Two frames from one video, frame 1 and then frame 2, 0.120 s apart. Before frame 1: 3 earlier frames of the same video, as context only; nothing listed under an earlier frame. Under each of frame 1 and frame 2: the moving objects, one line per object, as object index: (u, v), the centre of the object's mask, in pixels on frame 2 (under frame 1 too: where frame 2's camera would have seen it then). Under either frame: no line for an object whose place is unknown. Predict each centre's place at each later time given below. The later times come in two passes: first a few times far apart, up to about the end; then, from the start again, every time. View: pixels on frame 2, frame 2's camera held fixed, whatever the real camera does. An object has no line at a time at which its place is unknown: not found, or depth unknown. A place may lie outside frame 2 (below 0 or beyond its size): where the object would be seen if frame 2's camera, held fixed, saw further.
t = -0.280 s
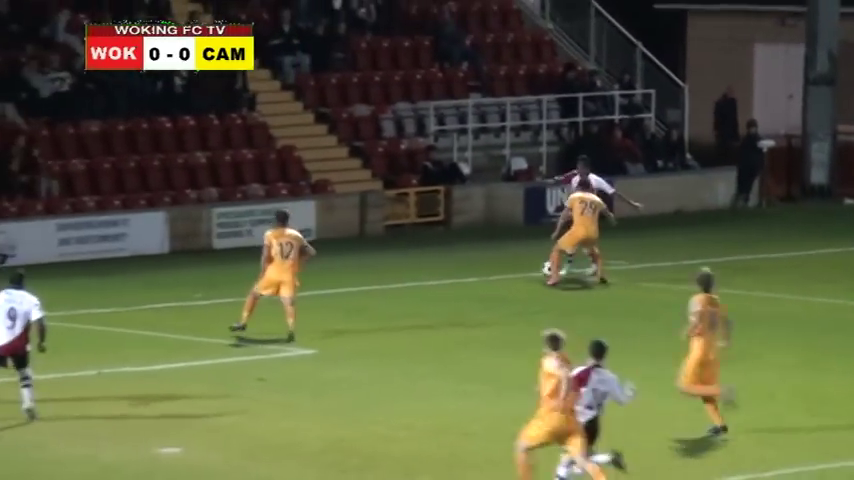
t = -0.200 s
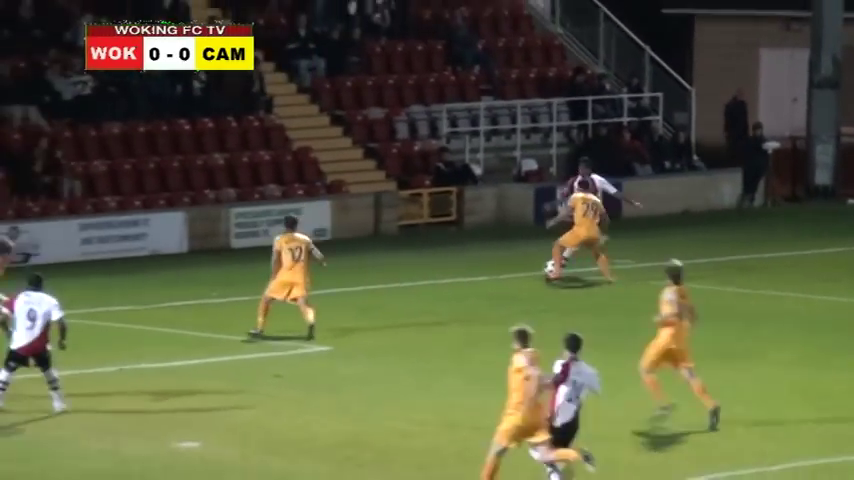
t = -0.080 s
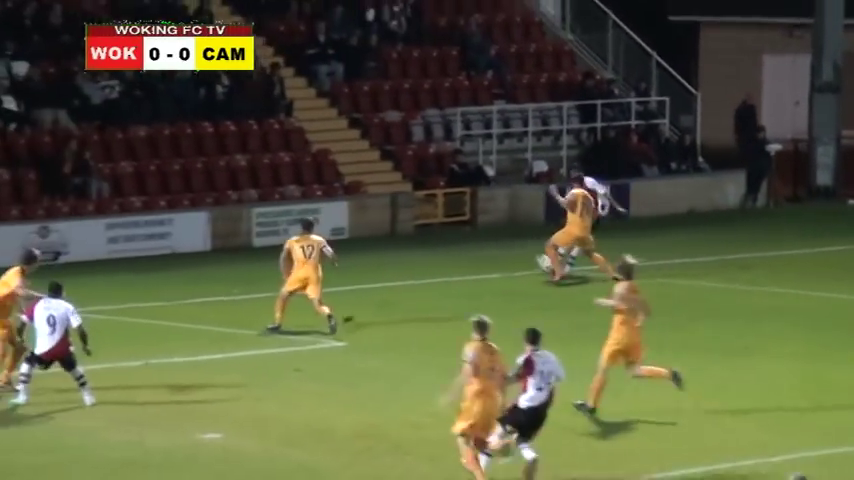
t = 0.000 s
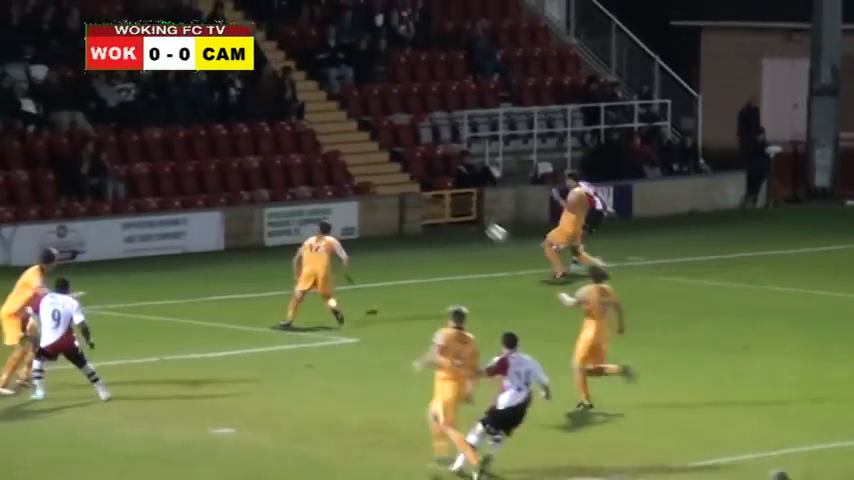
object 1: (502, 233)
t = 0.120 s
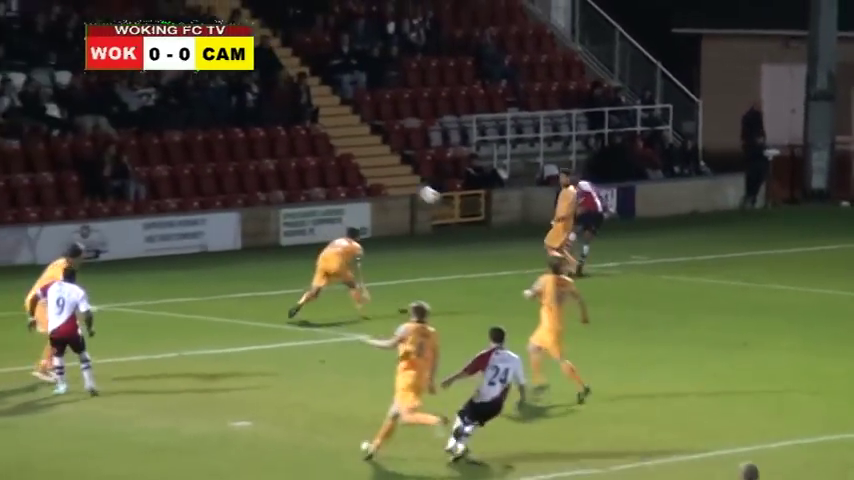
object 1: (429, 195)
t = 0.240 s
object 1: (356, 162)
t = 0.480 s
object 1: (212, 114)
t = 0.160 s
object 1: (404, 183)
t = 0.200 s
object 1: (379, 172)
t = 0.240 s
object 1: (356, 162)
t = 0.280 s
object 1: (331, 152)
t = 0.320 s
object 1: (307, 144)
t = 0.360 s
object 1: (283, 135)
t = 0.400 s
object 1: (259, 127)
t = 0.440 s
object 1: (236, 120)
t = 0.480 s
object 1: (212, 114)
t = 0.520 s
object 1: (189, 110)
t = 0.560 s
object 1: (166, 105)
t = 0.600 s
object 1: (143, 102)
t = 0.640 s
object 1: (121, 97)
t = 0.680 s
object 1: (98, 95)
